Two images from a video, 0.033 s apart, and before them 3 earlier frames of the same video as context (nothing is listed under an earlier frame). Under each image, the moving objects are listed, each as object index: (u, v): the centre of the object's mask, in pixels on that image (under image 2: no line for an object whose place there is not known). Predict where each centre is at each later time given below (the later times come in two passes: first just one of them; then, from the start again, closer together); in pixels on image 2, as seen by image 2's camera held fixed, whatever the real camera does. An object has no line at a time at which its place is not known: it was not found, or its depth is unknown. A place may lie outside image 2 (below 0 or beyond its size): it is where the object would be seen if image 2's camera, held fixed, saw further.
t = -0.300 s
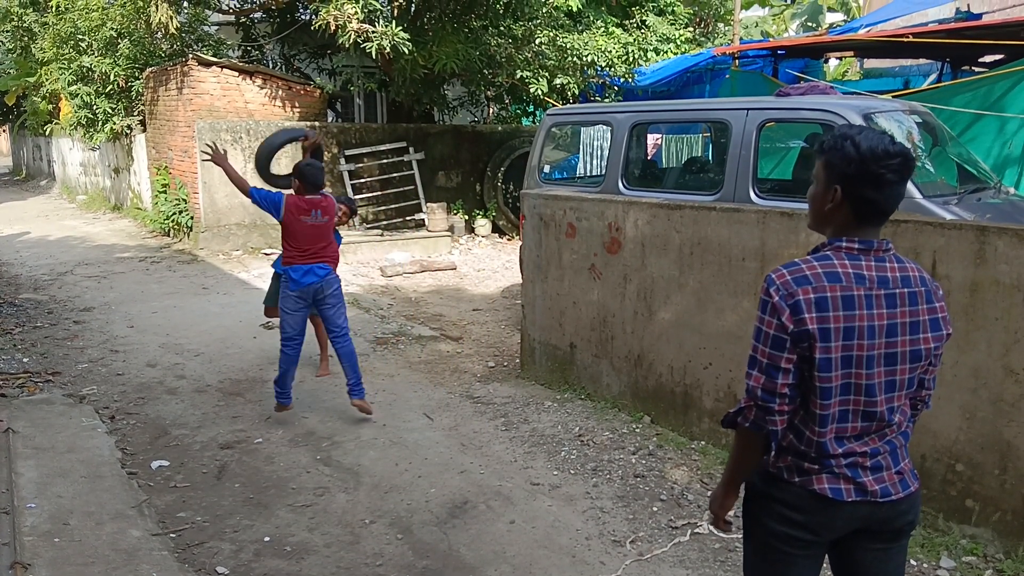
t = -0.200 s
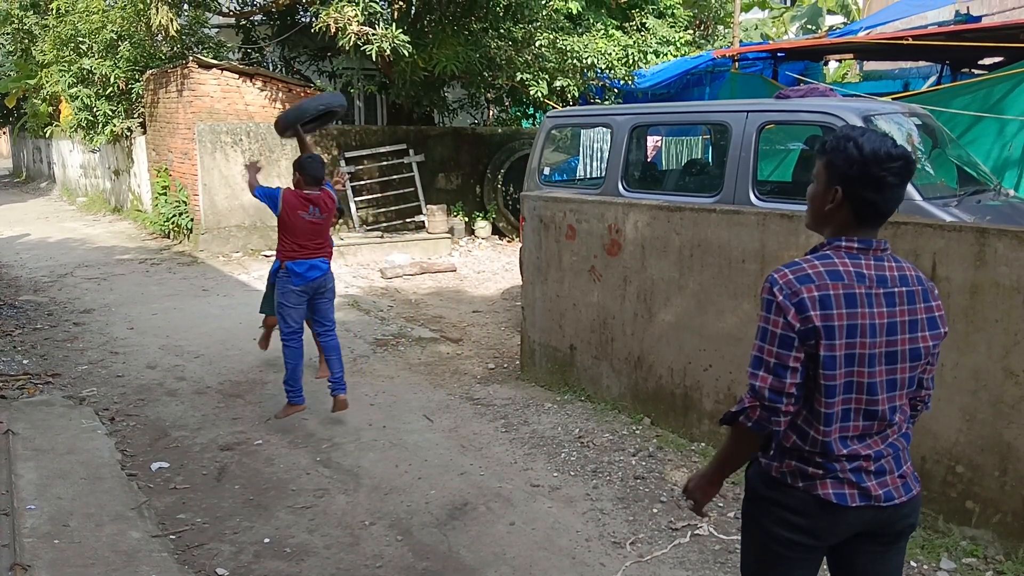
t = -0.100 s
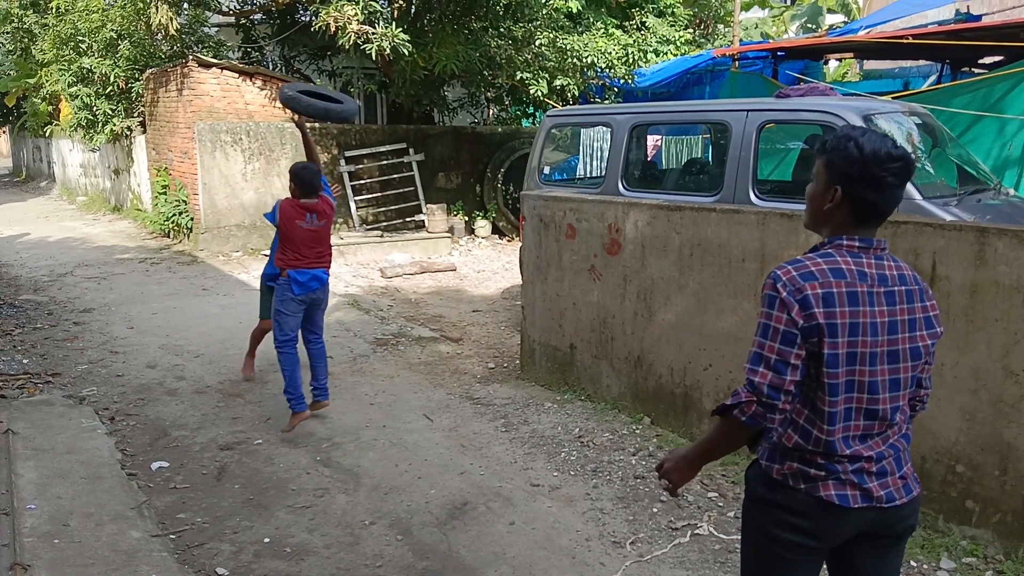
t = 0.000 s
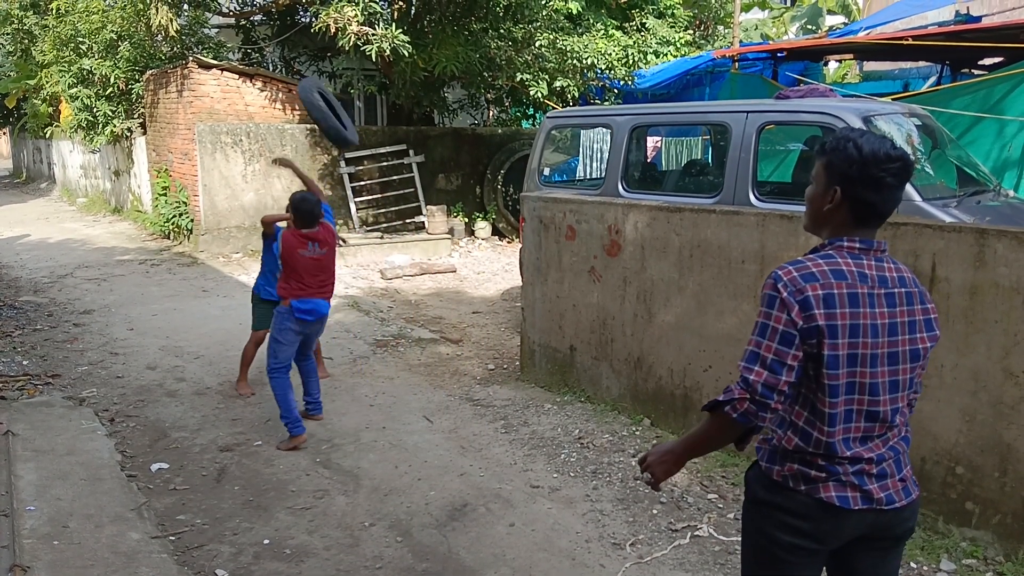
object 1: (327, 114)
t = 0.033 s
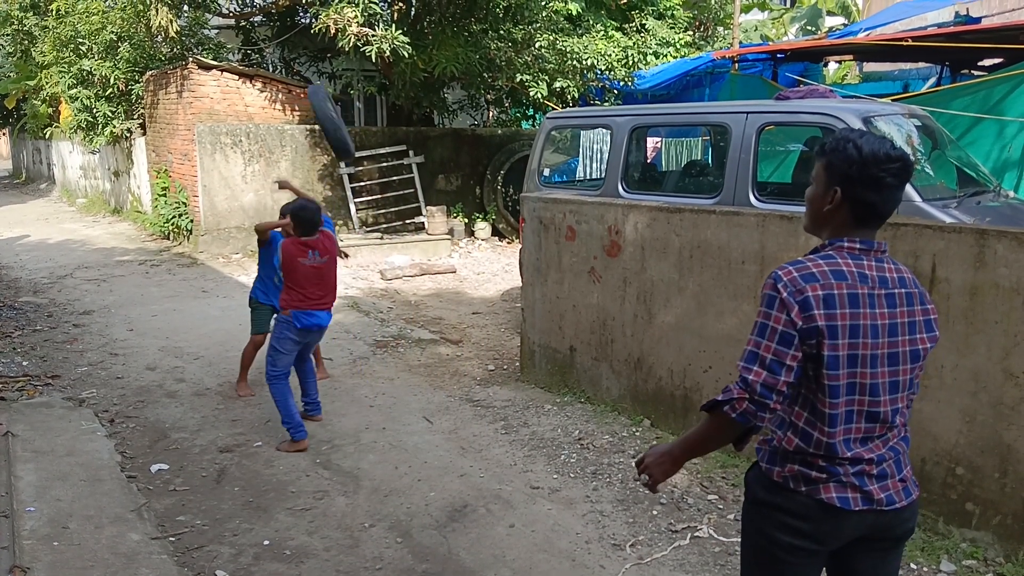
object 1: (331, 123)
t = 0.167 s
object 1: (347, 177)
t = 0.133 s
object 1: (343, 160)
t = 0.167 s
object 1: (347, 177)
